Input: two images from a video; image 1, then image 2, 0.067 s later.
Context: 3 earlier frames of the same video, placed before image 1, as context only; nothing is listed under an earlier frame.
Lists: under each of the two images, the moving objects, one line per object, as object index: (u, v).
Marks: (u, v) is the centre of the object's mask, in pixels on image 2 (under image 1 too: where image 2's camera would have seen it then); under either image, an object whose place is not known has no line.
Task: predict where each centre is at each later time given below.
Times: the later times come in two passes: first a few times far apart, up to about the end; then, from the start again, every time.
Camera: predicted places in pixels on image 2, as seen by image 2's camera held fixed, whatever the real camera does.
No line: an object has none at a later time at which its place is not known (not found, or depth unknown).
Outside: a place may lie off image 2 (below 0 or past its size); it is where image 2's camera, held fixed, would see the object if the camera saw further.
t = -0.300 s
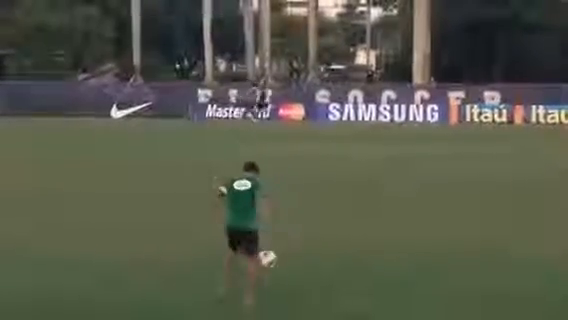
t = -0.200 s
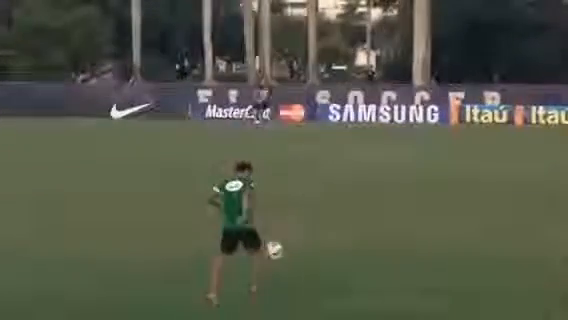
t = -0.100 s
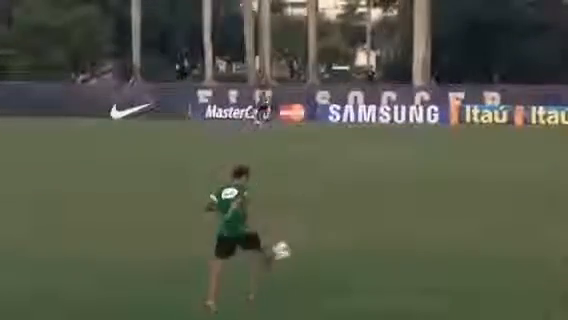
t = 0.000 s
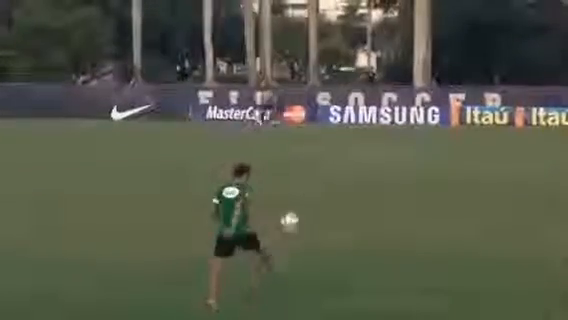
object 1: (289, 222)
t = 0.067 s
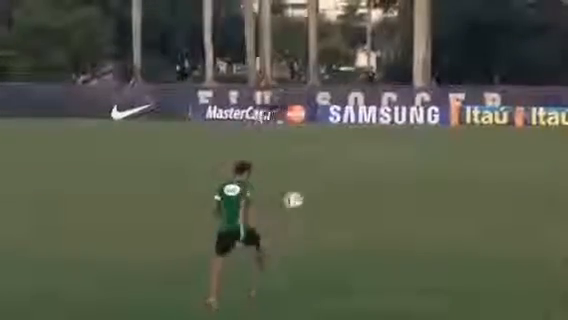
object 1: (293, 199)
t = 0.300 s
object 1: (308, 153)
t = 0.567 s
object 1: (326, 155)
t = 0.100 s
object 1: (296, 190)
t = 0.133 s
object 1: (297, 182)
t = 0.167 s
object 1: (299, 172)
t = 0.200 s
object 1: (301, 168)
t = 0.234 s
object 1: (304, 161)
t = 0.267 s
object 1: (306, 157)
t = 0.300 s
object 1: (308, 153)
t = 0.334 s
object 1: (310, 151)
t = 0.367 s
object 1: (313, 148)
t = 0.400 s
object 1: (313, 147)
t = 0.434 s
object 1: (315, 147)
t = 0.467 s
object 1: (319, 147)
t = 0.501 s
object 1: (322, 149)
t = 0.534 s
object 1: (324, 152)
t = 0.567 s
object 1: (326, 155)
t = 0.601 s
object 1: (328, 160)
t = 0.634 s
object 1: (330, 166)
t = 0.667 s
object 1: (332, 172)
